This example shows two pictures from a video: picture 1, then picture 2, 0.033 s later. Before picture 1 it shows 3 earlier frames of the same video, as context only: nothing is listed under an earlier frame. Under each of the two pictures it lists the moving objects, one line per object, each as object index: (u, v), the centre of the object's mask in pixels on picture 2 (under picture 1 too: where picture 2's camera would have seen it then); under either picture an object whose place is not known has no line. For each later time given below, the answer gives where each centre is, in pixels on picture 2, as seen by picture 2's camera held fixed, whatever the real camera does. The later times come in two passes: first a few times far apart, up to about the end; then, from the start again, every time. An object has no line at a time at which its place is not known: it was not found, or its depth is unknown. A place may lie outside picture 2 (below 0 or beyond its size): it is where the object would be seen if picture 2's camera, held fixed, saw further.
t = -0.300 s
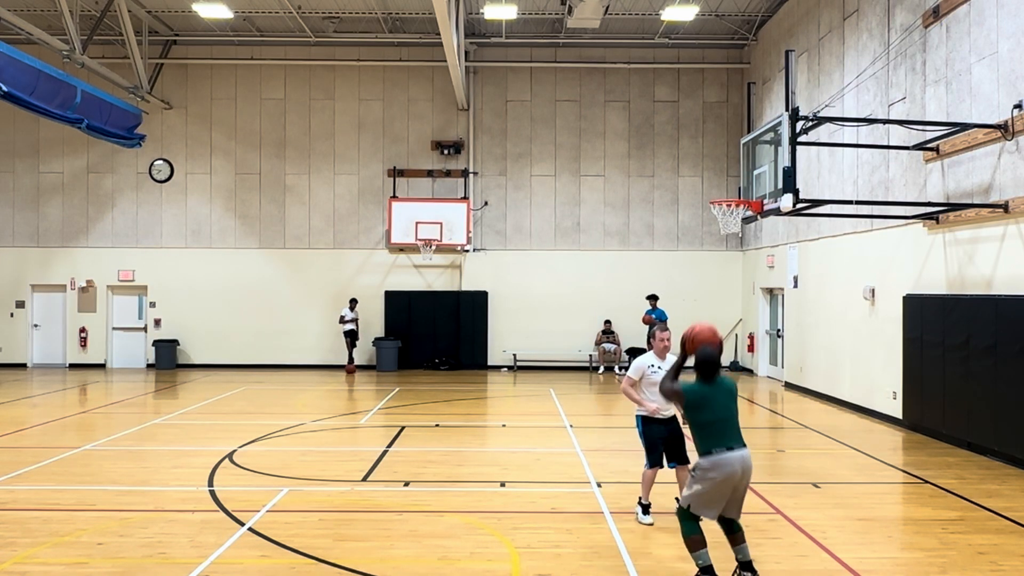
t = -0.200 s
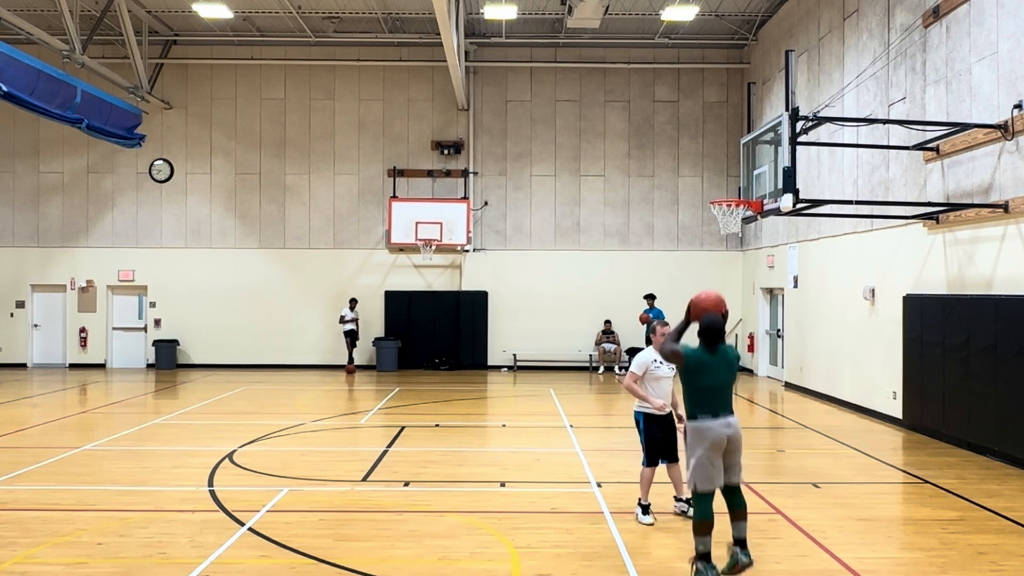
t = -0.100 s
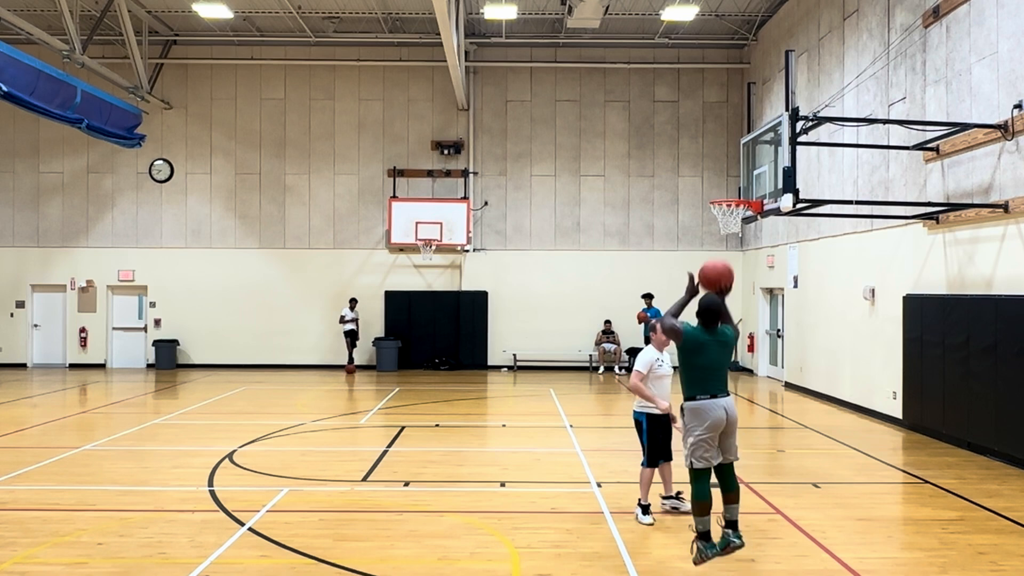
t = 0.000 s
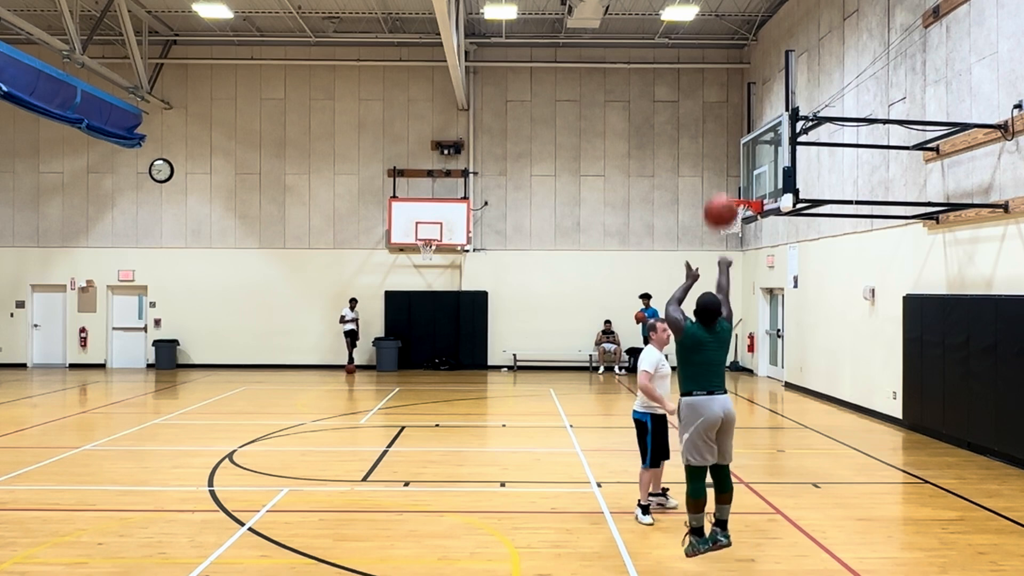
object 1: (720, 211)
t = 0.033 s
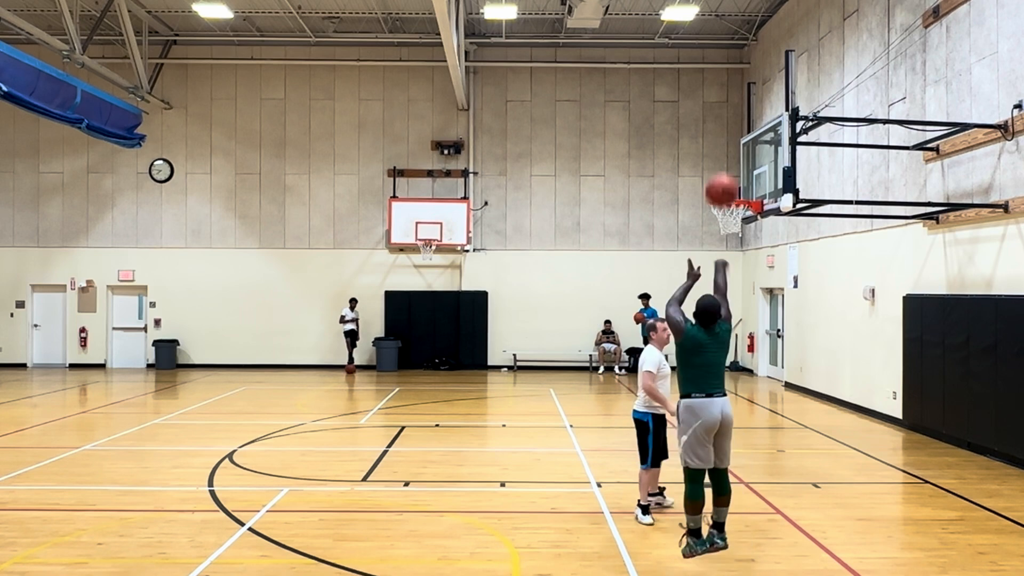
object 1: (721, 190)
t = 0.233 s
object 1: (728, 110)
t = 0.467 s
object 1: (733, 89)
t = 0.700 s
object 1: (736, 120)
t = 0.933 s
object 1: (738, 188)
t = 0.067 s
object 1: (723, 171)
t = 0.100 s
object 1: (724, 155)
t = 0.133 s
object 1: (725, 141)
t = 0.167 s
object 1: (726, 129)
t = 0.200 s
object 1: (727, 118)
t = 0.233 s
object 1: (728, 110)
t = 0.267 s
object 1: (729, 103)
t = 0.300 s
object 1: (730, 97)
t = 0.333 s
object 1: (730, 93)
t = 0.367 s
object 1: (731, 90)
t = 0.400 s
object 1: (732, 89)
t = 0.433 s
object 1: (732, 89)
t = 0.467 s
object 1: (733, 89)
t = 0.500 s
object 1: (733, 91)
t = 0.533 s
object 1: (734, 94)
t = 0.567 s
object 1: (735, 97)
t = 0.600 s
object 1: (735, 102)
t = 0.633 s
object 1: (736, 107)
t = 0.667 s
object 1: (736, 114)
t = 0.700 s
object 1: (736, 120)
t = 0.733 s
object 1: (737, 128)
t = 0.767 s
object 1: (737, 137)
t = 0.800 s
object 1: (737, 146)
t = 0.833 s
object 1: (738, 155)
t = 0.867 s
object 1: (737, 166)
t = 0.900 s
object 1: (738, 176)
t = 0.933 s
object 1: (738, 188)
